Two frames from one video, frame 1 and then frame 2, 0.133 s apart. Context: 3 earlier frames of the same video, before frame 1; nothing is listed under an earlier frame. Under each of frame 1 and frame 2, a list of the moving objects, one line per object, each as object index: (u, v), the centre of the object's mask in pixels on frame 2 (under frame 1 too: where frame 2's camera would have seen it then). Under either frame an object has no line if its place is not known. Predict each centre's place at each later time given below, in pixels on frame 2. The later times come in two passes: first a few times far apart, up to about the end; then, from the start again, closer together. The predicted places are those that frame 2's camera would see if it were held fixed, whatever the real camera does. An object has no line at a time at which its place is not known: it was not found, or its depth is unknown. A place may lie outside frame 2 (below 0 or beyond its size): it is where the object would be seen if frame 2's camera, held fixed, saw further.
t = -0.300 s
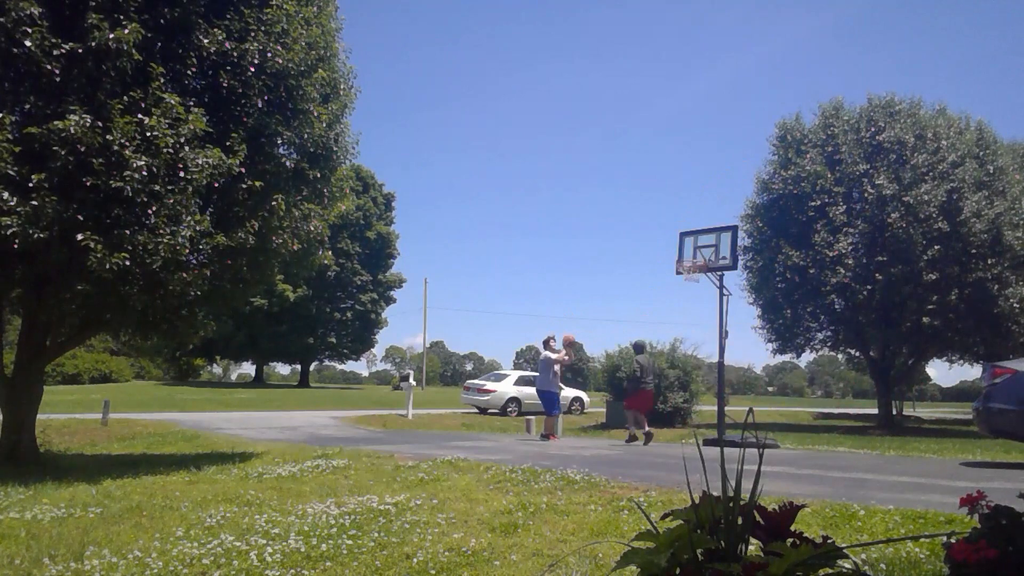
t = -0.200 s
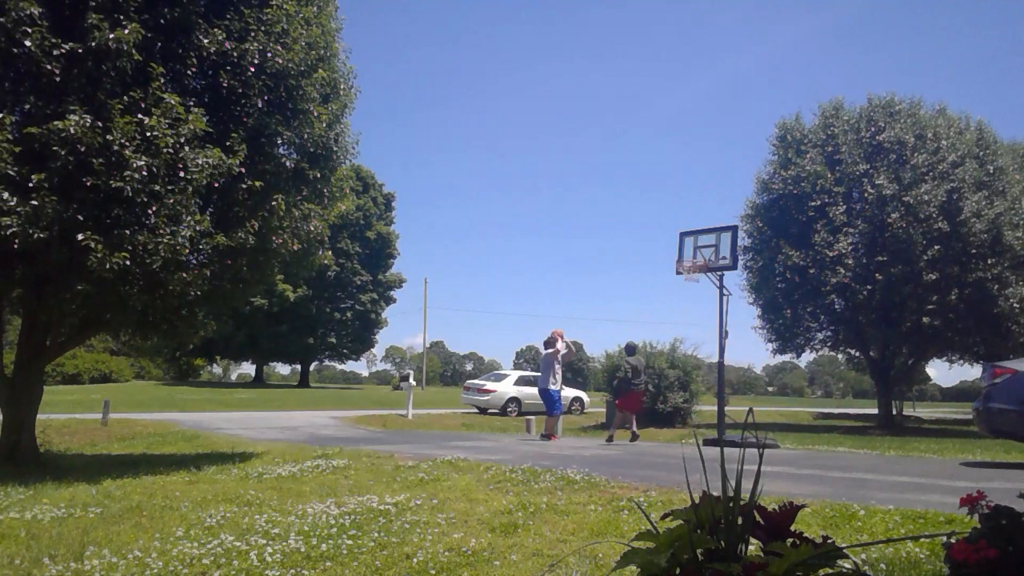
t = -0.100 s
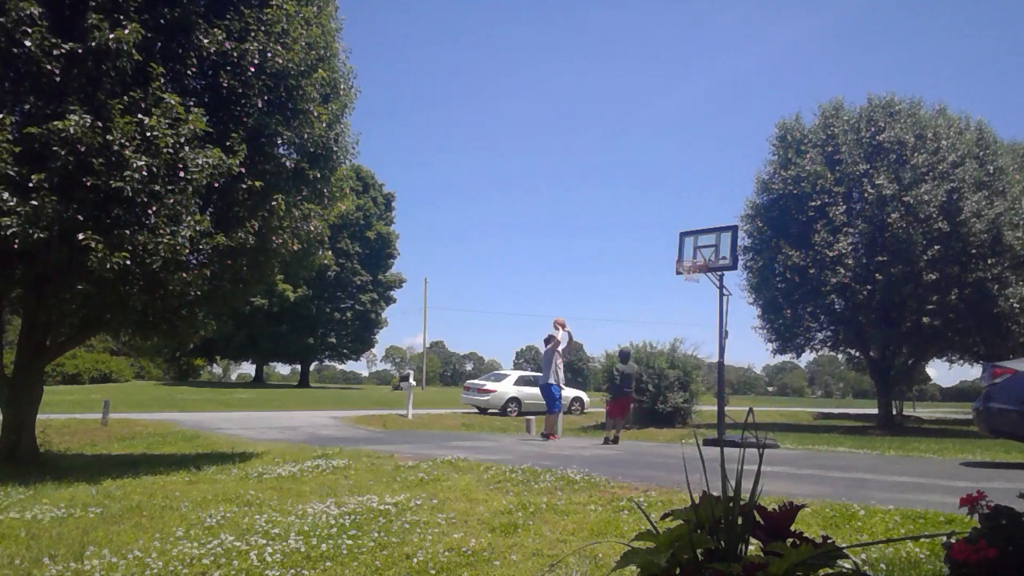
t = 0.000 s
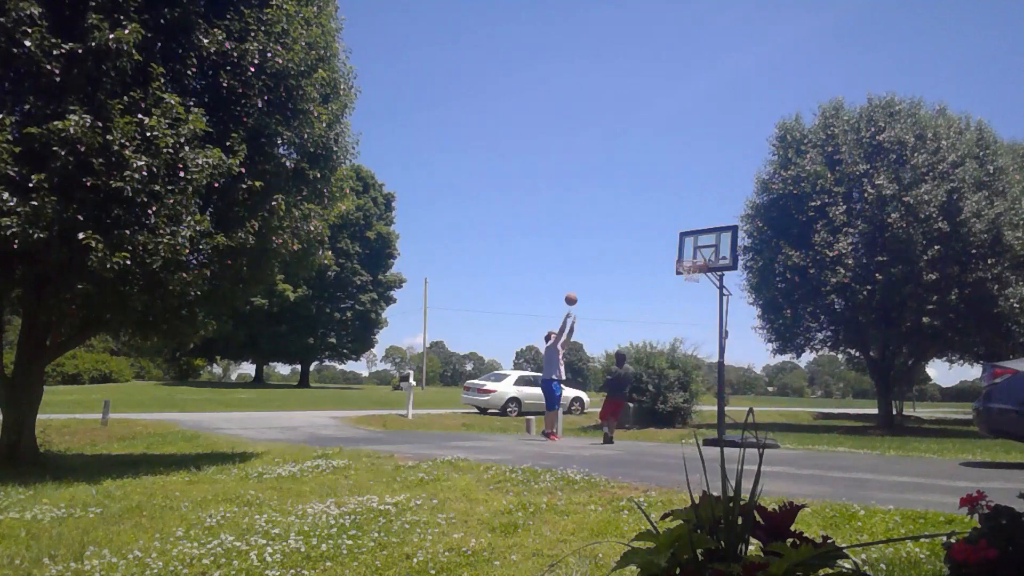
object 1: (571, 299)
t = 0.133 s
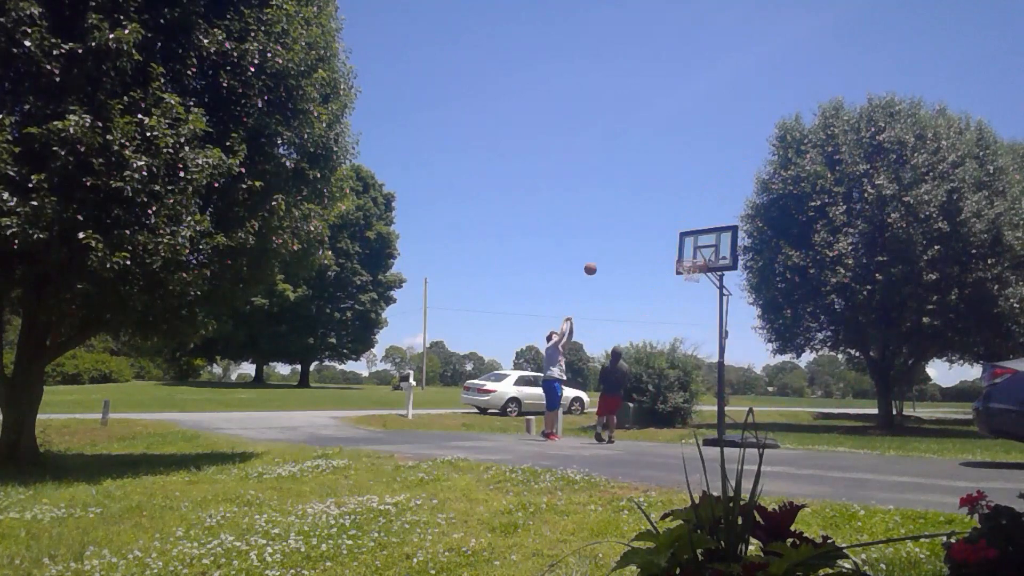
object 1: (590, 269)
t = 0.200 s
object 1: (600, 257)
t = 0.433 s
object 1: (636, 232)
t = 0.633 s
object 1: (669, 233)
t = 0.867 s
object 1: (705, 254)
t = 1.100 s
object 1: (713, 243)
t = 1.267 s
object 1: (719, 255)
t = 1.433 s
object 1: (727, 284)
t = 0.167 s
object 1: (595, 262)
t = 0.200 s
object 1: (600, 257)
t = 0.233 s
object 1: (605, 252)
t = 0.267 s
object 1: (610, 247)
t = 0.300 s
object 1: (615, 243)
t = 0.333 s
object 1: (621, 239)
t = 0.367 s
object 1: (626, 236)
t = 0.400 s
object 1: (631, 234)
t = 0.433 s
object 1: (636, 232)
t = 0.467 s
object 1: (641, 231)
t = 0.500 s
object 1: (647, 230)
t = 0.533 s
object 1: (652, 230)
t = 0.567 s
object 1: (658, 230)
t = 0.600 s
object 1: (663, 231)
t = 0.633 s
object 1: (669, 233)
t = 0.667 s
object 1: (675, 235)
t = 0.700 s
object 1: (681, 238)
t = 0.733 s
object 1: (687, 242)
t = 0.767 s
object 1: (693, 246)
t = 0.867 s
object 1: (705, 254)
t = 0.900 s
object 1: (707, 250)
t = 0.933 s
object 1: (708, 248)
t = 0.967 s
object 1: (709, 246)
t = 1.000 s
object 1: (710, 245)
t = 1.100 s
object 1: (713, 243)
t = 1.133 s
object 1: (714, 244)
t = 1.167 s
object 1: (716, 246)
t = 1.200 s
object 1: (717, 248)
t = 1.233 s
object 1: (718, 251)
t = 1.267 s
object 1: (719, 255)
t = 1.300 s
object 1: (721, 259)
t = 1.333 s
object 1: (723, 263)
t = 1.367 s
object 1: (724, 270)
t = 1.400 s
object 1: (725, 276)
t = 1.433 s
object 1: (727, 284)
